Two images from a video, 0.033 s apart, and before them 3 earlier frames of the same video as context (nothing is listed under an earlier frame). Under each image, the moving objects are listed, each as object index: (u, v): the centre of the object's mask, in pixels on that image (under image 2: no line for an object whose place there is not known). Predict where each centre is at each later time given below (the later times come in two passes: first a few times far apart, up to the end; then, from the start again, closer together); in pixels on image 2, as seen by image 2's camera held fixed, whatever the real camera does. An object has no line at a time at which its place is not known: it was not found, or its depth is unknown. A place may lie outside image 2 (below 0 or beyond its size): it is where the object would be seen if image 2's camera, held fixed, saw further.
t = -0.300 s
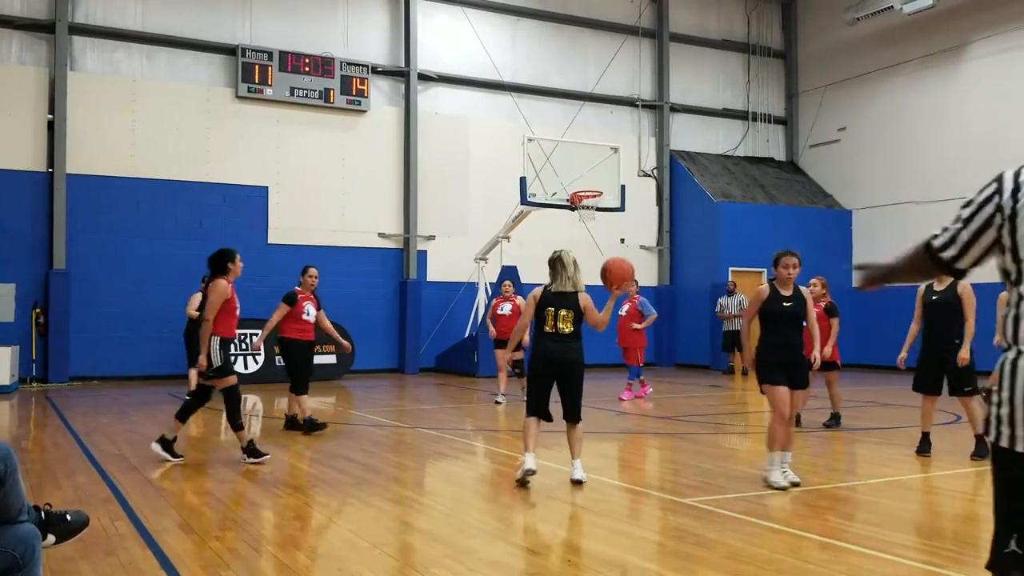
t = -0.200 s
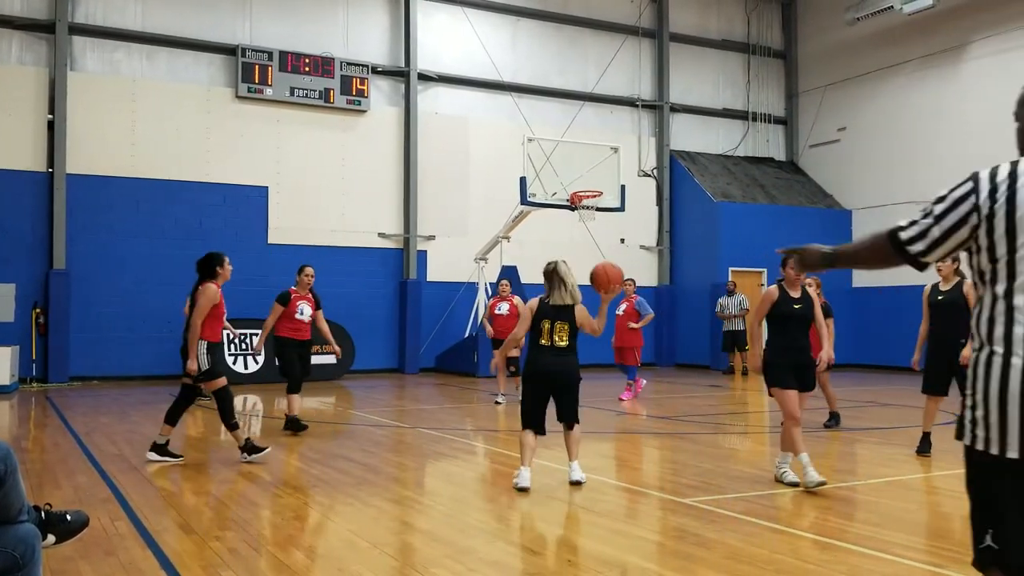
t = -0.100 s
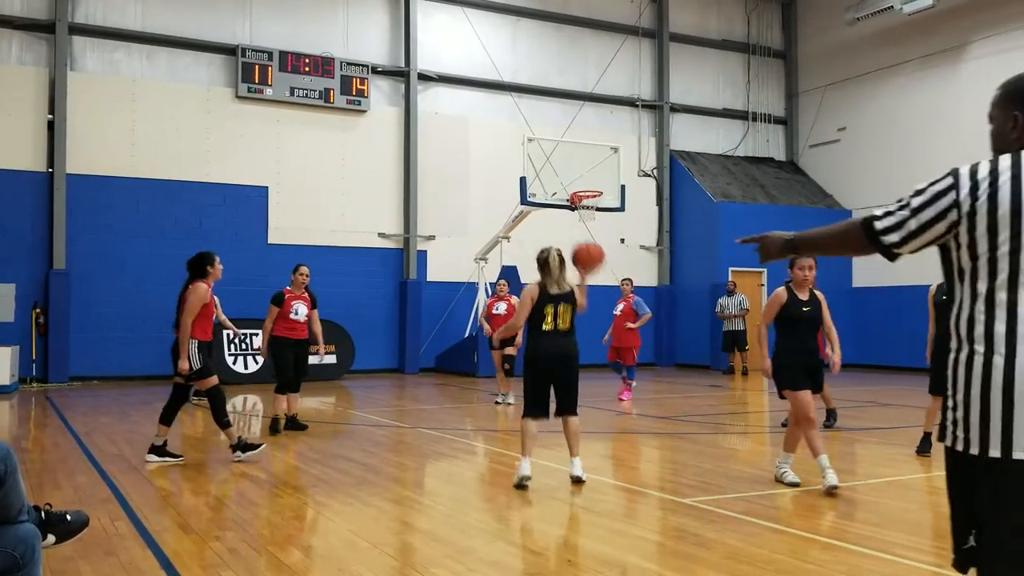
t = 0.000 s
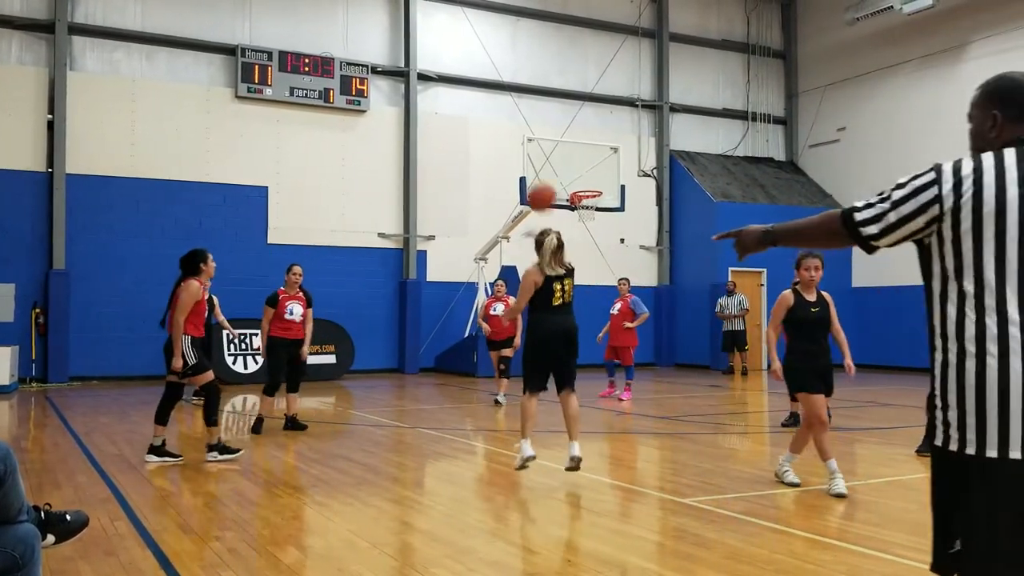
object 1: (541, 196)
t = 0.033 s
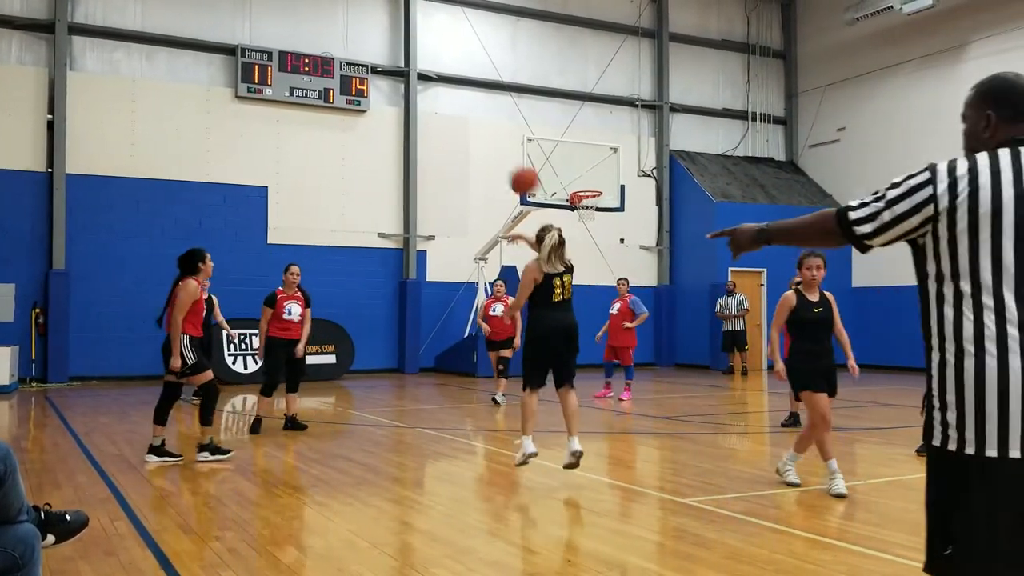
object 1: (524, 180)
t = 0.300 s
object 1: (415, 114)
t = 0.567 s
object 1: (339, 130)
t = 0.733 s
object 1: (301, 167)
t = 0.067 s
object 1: (508, 166)
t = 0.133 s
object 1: (477, 142)
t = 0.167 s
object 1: (463, 134)
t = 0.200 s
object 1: (450, 126)
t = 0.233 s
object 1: (437, 121)
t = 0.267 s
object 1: (426, 116)
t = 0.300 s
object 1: (415, 114)
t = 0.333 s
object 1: (404, 113)
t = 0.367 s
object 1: (393, 112)
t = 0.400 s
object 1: (383, 113)
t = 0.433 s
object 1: (373, 114)
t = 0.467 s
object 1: (364, 117)
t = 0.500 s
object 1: (355, 121)
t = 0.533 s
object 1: (347, 125)
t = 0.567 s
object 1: (339, 130)
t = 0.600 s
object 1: (330, 136)
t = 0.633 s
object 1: (323, 143)
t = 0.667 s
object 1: (315, 150)
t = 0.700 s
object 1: (308, 158)
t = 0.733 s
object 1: (301, 167)
